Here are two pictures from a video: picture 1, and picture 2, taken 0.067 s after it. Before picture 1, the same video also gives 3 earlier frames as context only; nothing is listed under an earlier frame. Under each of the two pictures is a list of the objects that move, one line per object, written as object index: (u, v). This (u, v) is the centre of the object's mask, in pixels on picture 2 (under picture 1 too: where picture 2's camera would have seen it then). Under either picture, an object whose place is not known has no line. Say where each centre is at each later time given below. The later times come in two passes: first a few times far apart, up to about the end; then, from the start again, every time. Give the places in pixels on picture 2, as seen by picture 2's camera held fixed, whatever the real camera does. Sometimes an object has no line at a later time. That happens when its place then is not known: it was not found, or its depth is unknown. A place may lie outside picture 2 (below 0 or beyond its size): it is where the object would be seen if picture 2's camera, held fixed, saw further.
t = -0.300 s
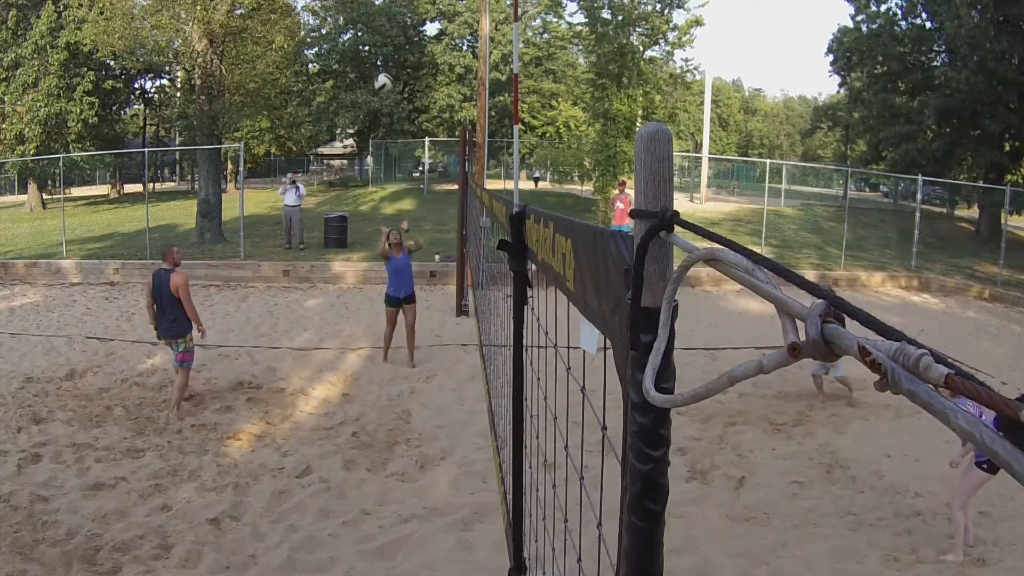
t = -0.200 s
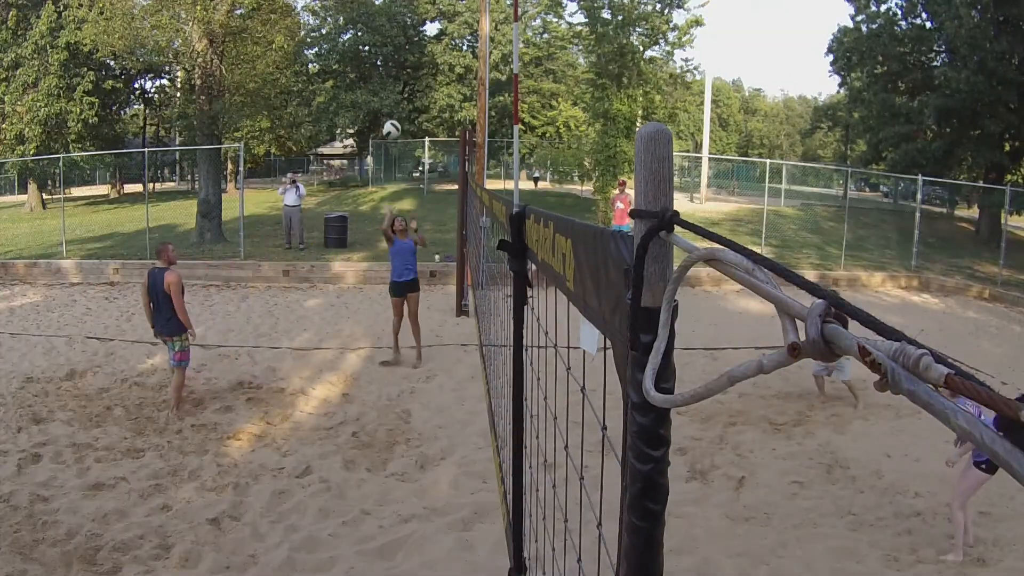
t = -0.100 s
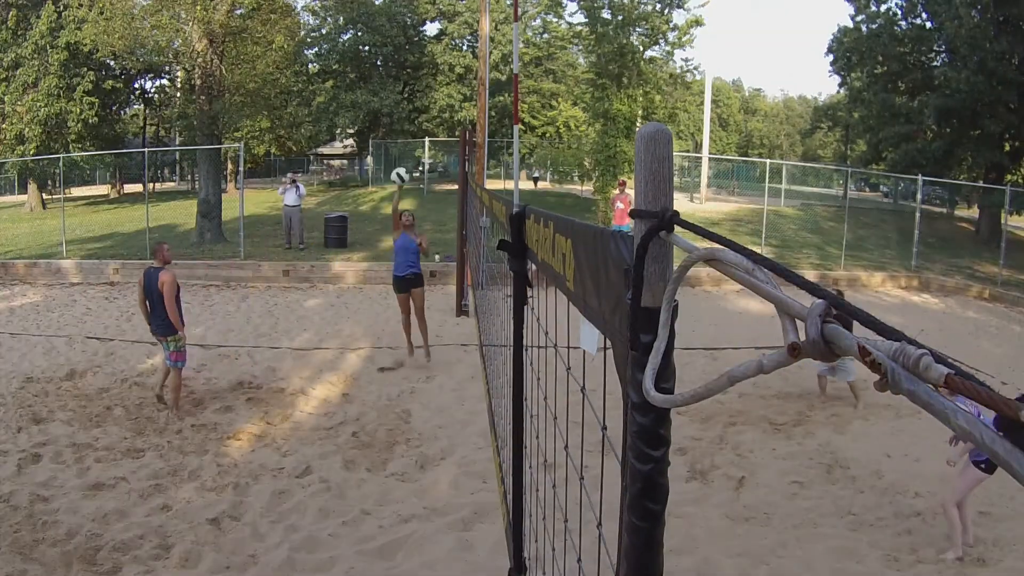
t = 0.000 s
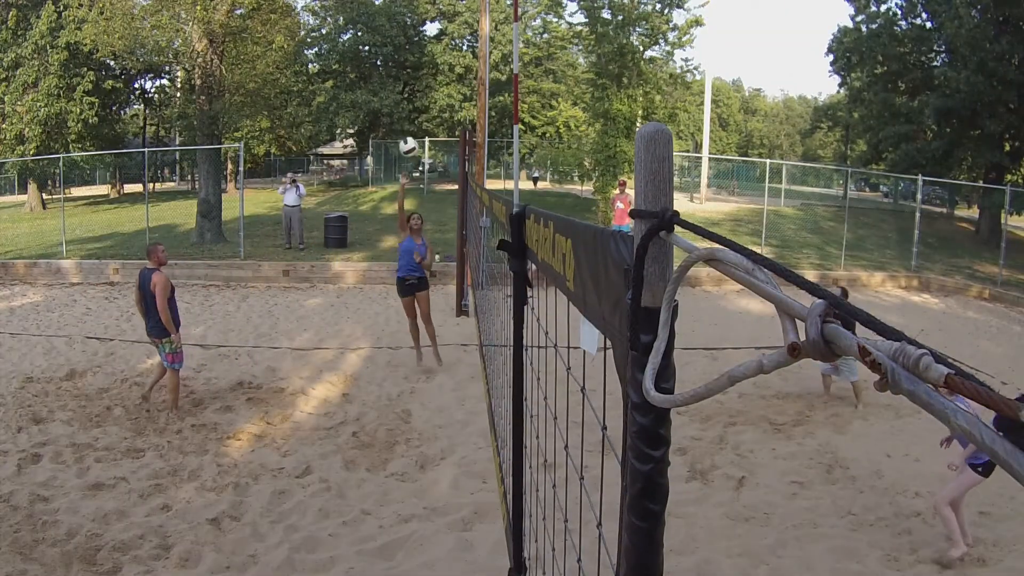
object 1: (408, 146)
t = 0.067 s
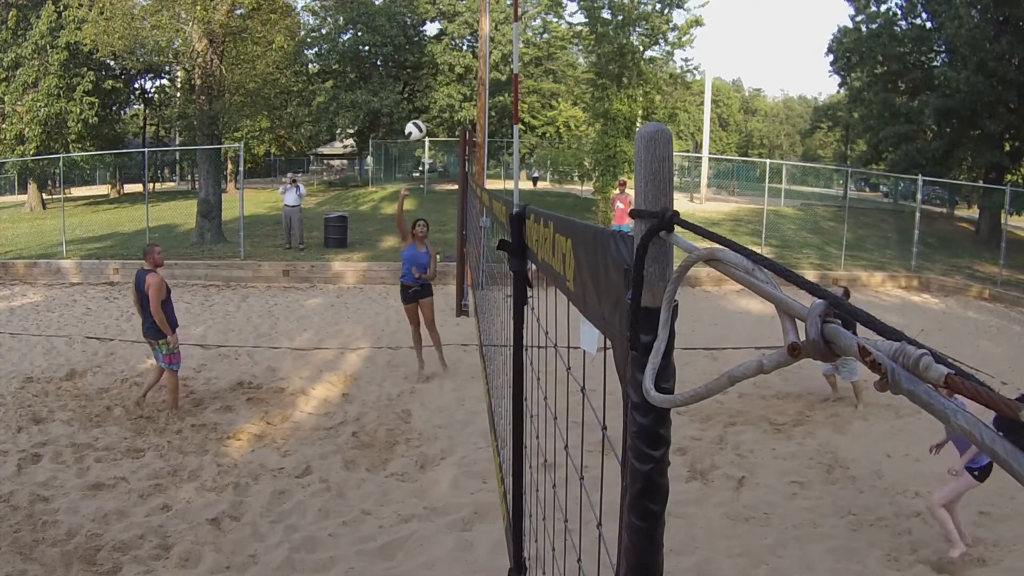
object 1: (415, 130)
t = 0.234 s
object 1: (433, 103)
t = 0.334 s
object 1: (450, 98)
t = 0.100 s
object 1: (418, 123)
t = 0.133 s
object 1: (423, 117)
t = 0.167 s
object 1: (427, 110)
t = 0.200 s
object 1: (429, 106)
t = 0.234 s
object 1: (433, 103)
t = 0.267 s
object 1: (440, 99)
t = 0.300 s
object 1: (444, 98)
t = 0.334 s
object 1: (450, 98)
